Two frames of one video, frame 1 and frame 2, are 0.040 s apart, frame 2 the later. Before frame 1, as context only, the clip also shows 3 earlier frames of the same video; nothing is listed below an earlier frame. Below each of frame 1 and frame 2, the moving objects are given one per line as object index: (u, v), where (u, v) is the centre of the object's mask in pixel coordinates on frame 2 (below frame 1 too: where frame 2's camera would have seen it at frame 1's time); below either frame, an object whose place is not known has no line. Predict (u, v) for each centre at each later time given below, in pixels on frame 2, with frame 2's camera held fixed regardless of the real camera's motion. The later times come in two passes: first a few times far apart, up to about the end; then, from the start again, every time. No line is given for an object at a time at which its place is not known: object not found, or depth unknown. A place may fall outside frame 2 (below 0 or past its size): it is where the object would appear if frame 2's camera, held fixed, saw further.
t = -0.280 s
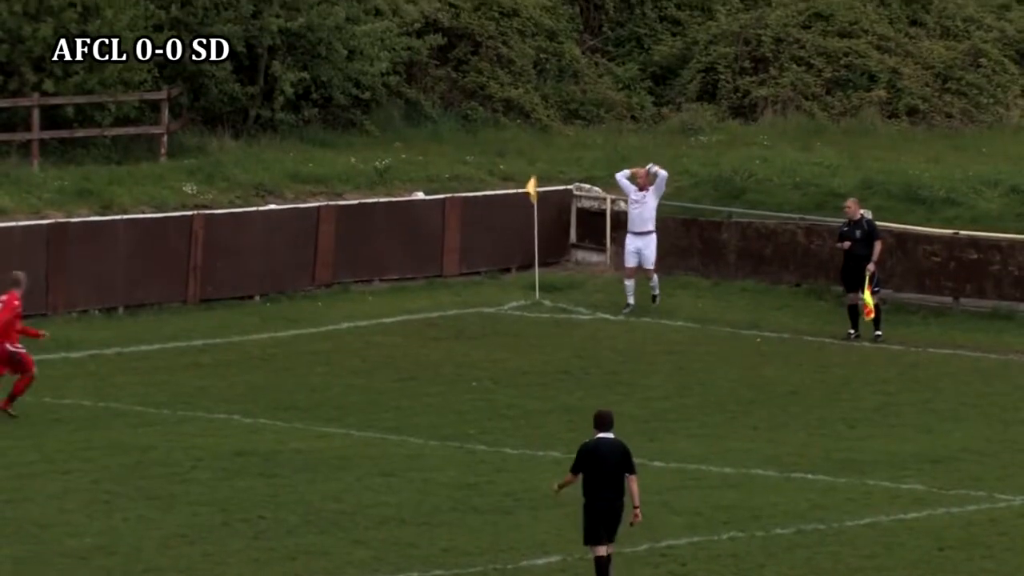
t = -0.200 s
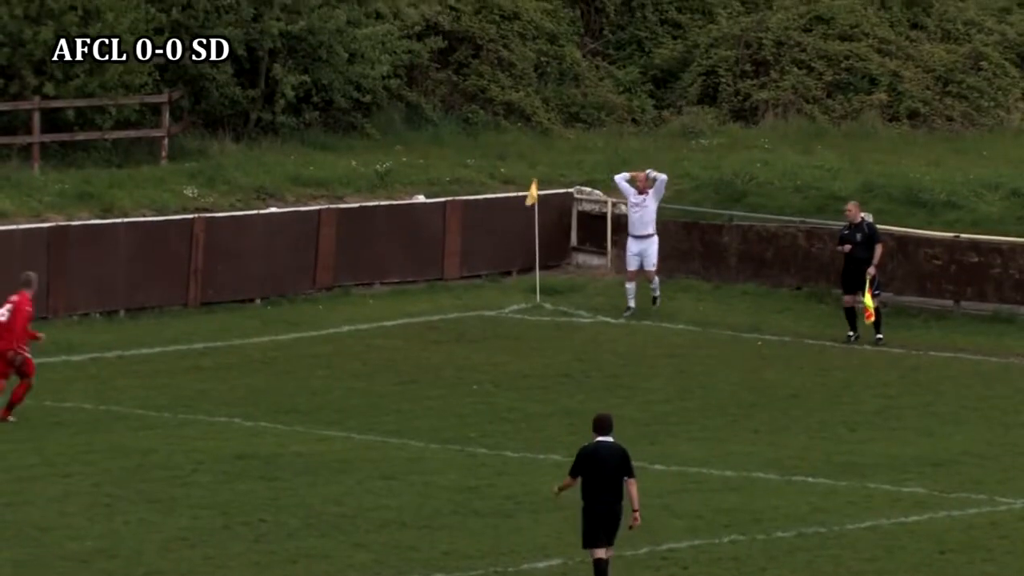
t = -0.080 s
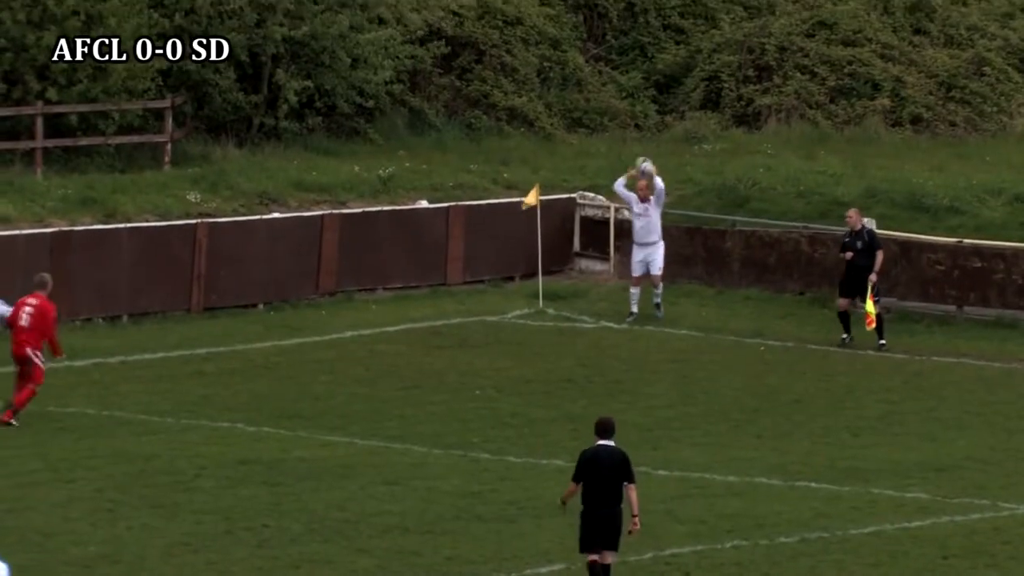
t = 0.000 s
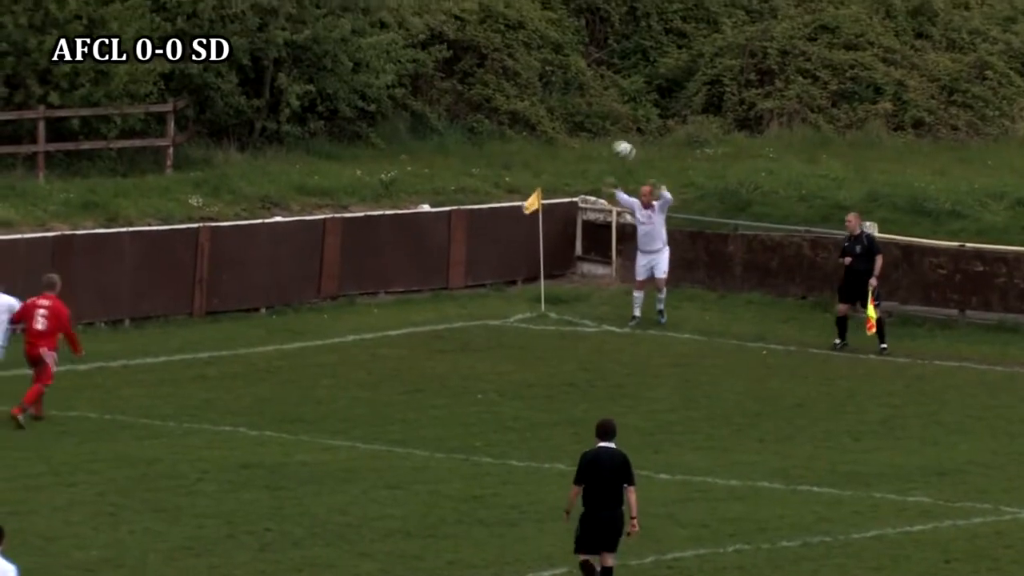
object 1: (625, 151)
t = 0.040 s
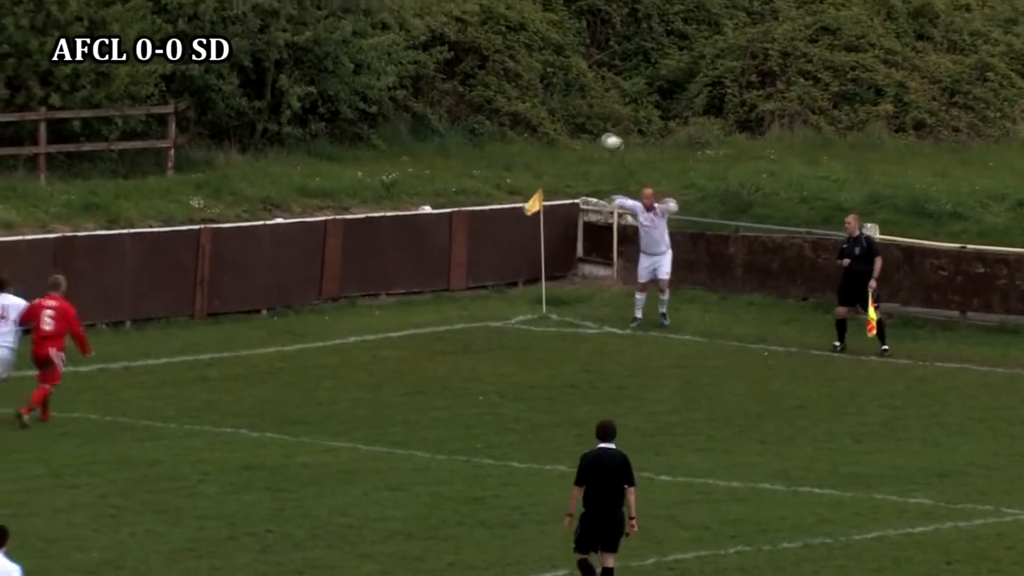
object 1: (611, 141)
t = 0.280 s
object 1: (532, 118)
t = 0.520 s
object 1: (450, 139)
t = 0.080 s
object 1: (598, 134)
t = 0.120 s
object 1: (586, 129)
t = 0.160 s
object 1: (572, 124)
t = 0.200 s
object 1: (559, 120)
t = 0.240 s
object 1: (546, 119)
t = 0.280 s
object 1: (532, 118)
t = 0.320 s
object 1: (519, 118)
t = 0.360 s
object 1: (505, 120)
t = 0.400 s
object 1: (492, 122)
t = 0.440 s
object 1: (478, 127)
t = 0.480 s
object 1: (464, 132)
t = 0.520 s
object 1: (450, 139)
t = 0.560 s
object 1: (436, 148)
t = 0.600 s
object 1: (422, 158)
